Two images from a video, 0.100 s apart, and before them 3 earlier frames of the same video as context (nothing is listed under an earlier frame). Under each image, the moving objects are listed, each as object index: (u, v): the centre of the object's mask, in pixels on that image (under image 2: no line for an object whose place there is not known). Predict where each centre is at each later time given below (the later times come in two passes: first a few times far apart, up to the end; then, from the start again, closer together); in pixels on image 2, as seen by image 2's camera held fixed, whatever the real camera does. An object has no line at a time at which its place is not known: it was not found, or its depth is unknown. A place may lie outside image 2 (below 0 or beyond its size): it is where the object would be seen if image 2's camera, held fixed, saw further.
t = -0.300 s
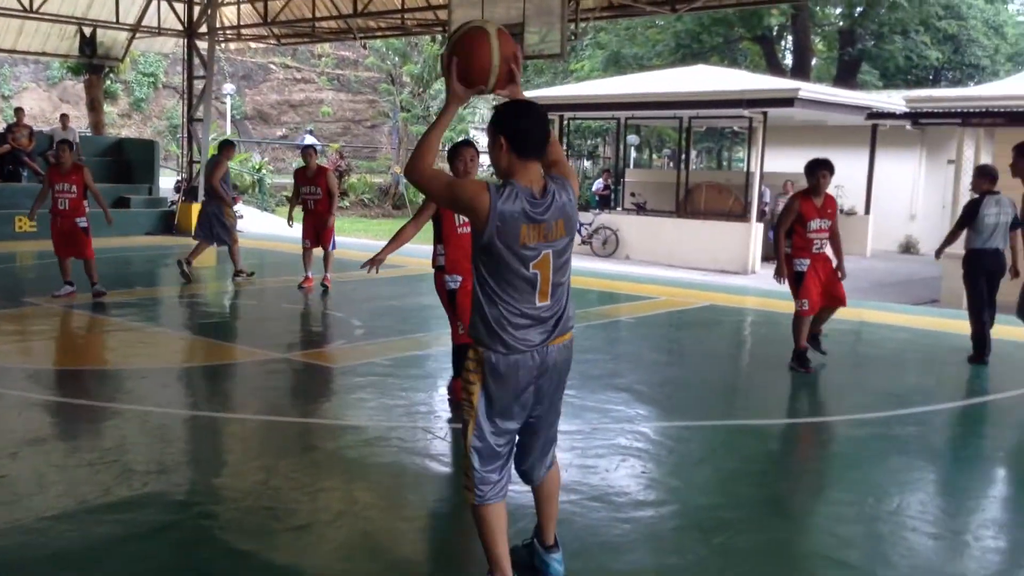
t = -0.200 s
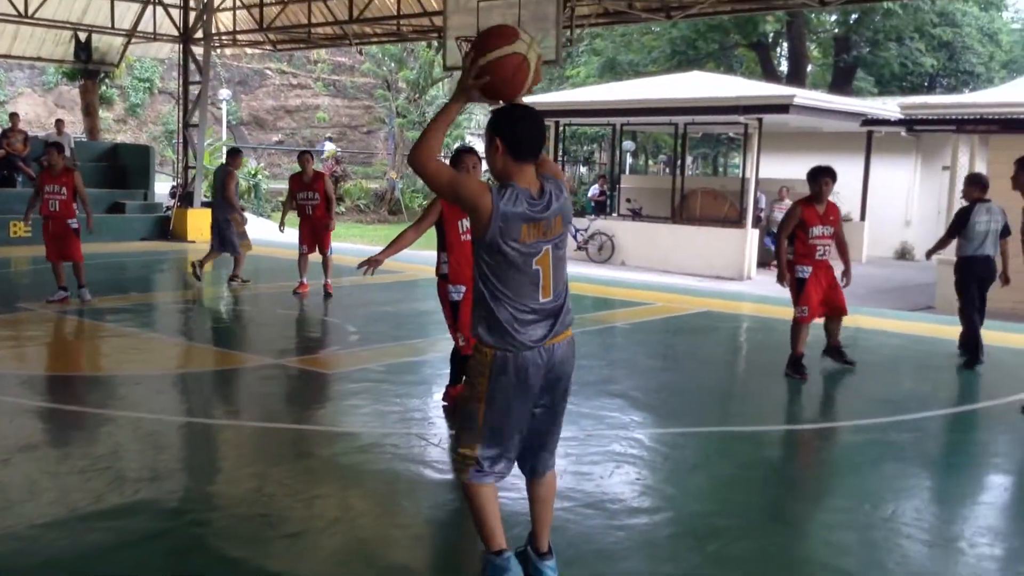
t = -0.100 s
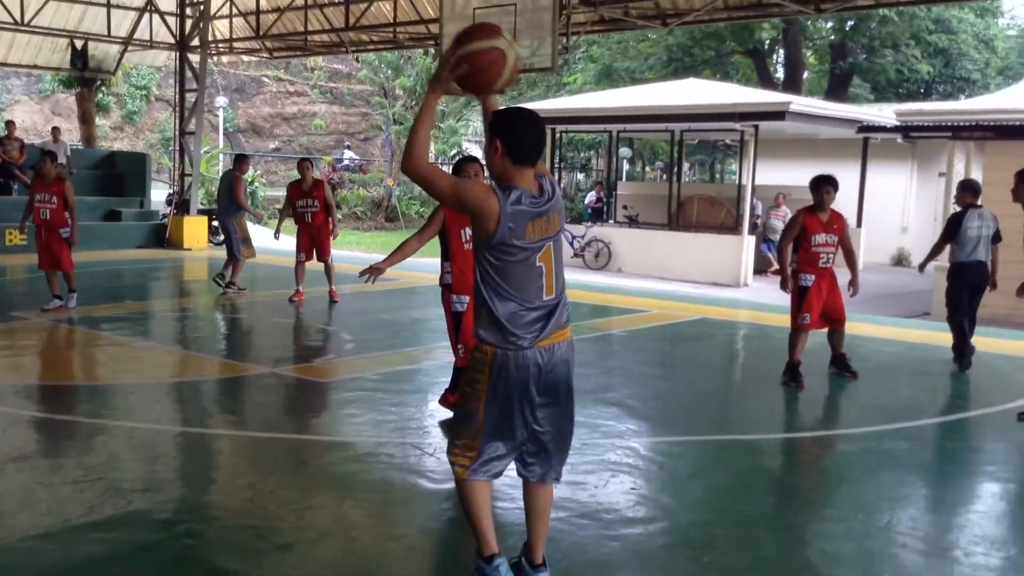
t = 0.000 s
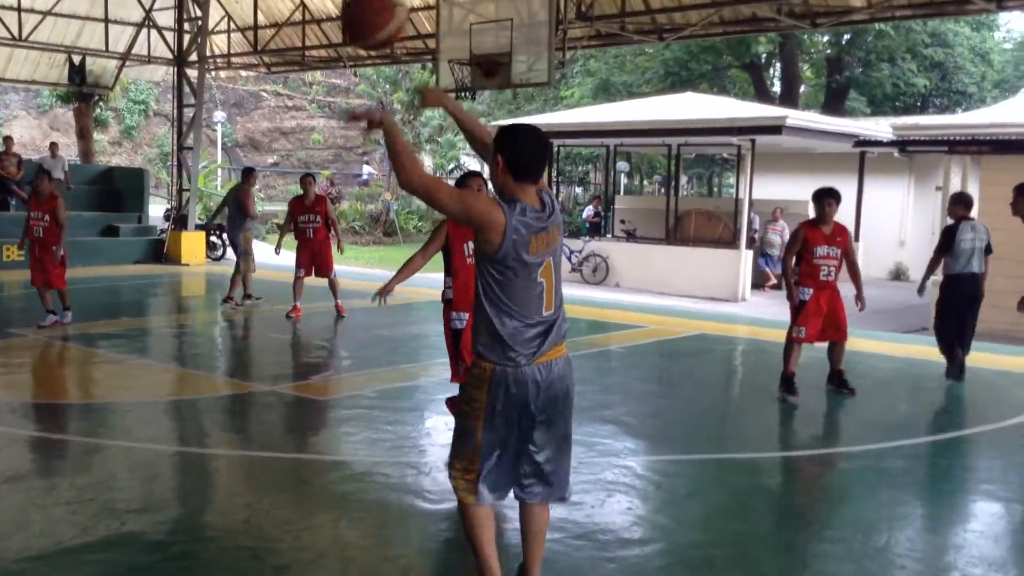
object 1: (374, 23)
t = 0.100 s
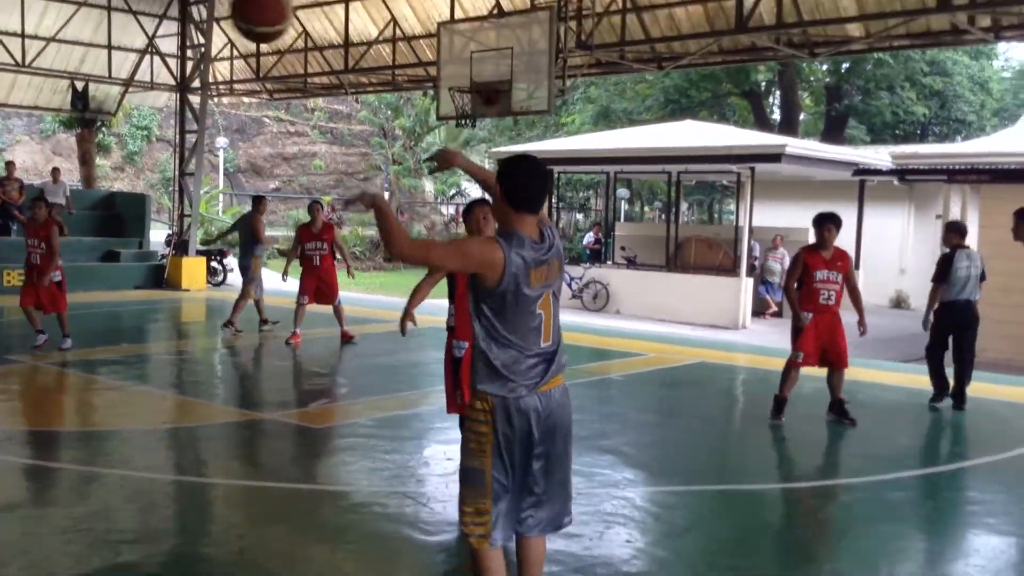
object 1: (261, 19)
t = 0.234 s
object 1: (135, 12)
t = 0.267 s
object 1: (108, 18)
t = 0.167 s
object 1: (195, 10)
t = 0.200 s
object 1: (163, 8)
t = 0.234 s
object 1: (135, 12)
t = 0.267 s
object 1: (108, 18)
